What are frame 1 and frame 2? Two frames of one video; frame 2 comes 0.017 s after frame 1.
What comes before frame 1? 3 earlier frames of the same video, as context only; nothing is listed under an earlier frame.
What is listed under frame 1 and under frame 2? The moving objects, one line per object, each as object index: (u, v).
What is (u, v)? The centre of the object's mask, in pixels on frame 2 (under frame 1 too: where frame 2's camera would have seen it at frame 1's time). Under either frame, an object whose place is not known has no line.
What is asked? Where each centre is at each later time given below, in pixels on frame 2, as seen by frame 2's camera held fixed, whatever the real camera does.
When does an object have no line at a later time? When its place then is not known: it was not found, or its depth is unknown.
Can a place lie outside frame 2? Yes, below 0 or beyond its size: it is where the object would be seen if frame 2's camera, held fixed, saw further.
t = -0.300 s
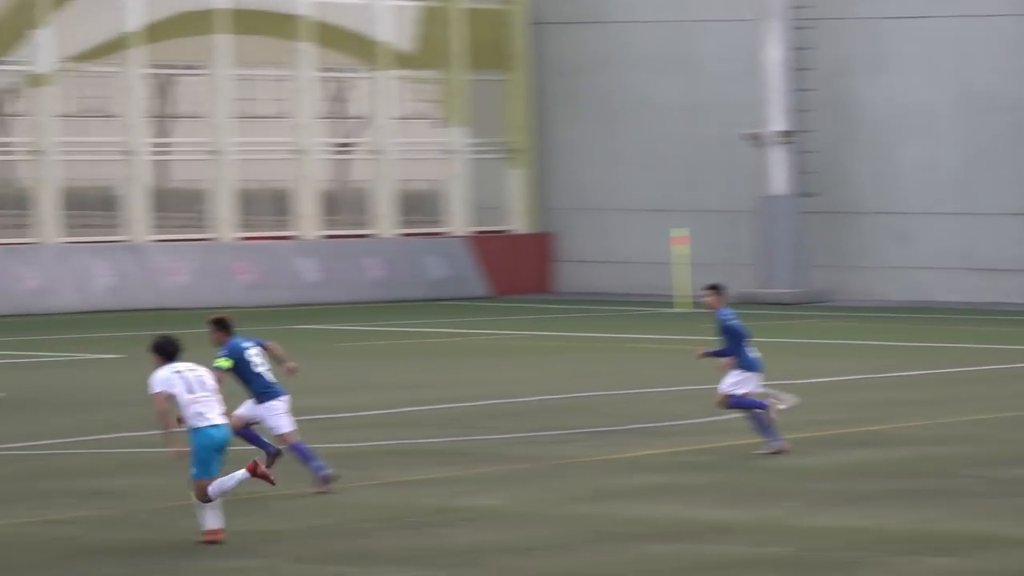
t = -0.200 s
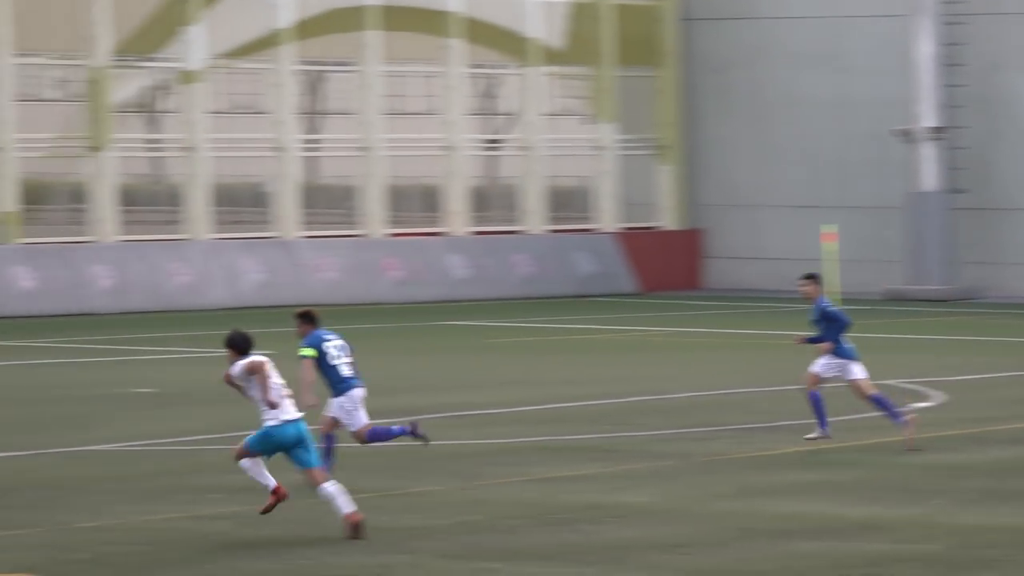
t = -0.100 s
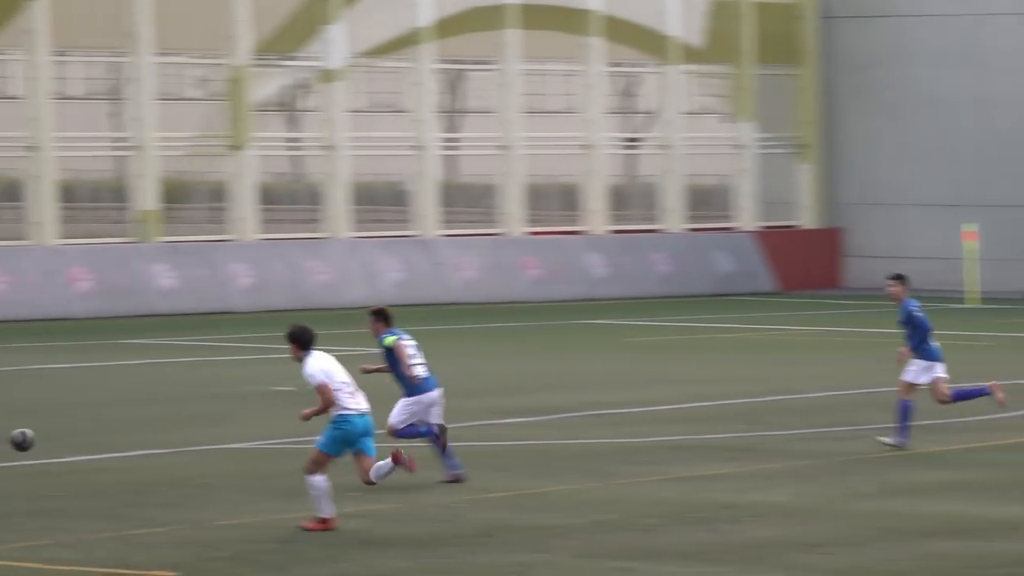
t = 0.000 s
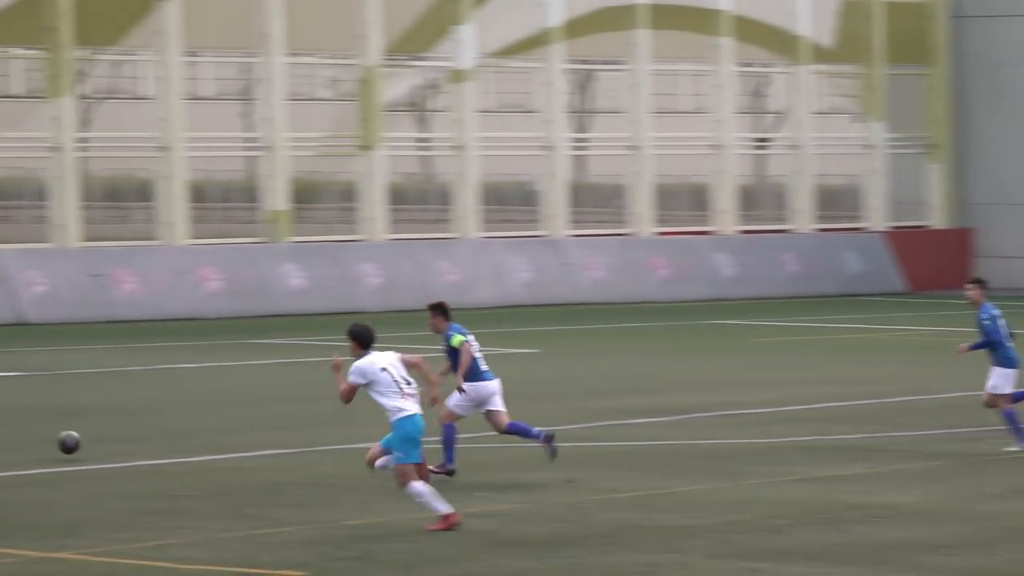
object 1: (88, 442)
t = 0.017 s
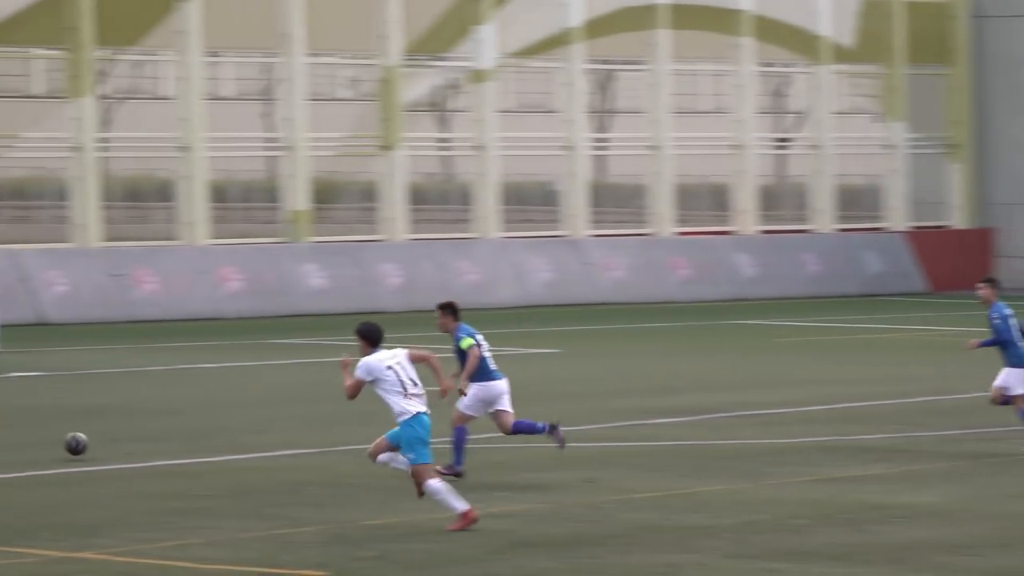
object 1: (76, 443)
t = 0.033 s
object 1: (63, 446)
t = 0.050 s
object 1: (51, 449)
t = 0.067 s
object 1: (39, 449)
